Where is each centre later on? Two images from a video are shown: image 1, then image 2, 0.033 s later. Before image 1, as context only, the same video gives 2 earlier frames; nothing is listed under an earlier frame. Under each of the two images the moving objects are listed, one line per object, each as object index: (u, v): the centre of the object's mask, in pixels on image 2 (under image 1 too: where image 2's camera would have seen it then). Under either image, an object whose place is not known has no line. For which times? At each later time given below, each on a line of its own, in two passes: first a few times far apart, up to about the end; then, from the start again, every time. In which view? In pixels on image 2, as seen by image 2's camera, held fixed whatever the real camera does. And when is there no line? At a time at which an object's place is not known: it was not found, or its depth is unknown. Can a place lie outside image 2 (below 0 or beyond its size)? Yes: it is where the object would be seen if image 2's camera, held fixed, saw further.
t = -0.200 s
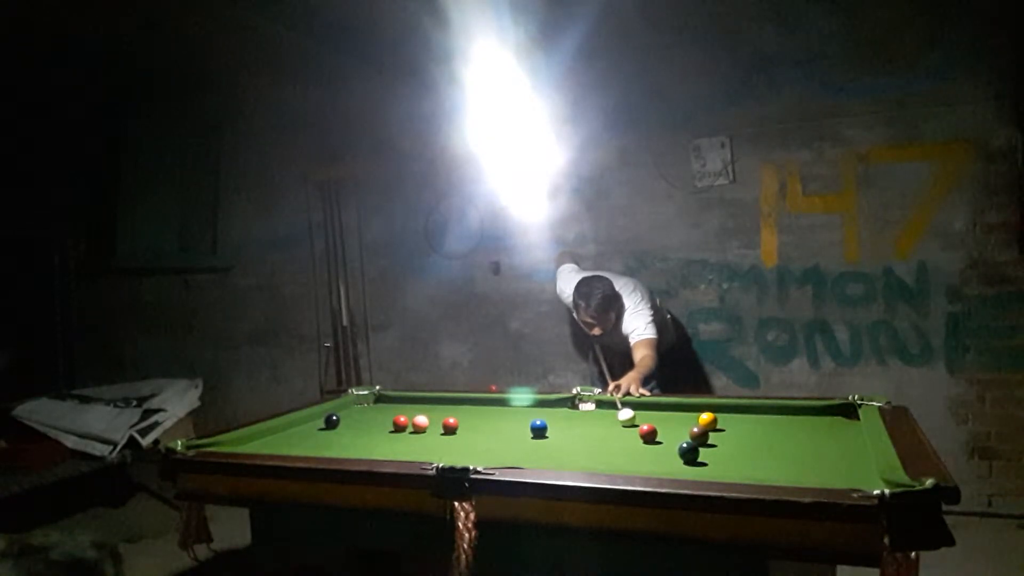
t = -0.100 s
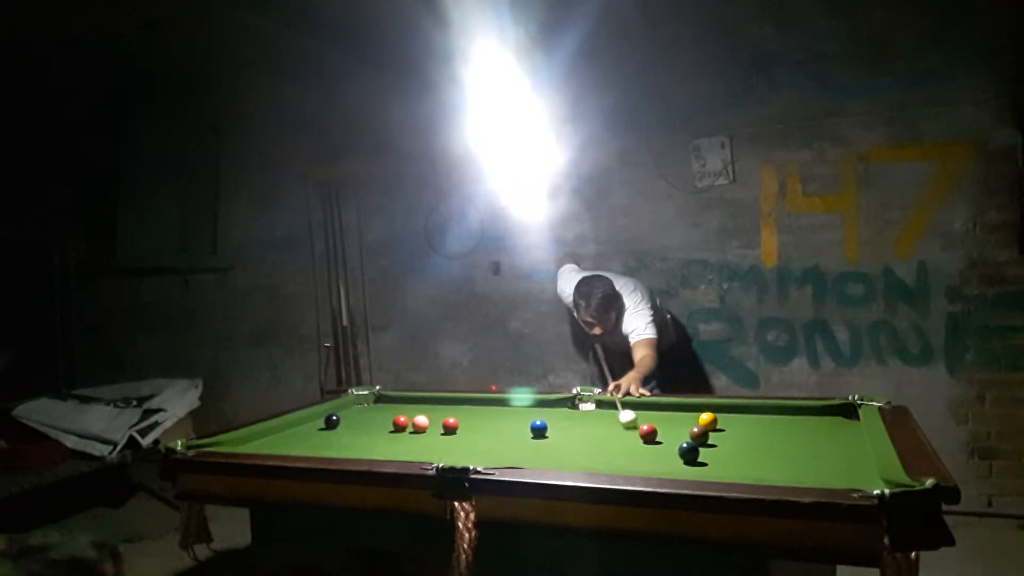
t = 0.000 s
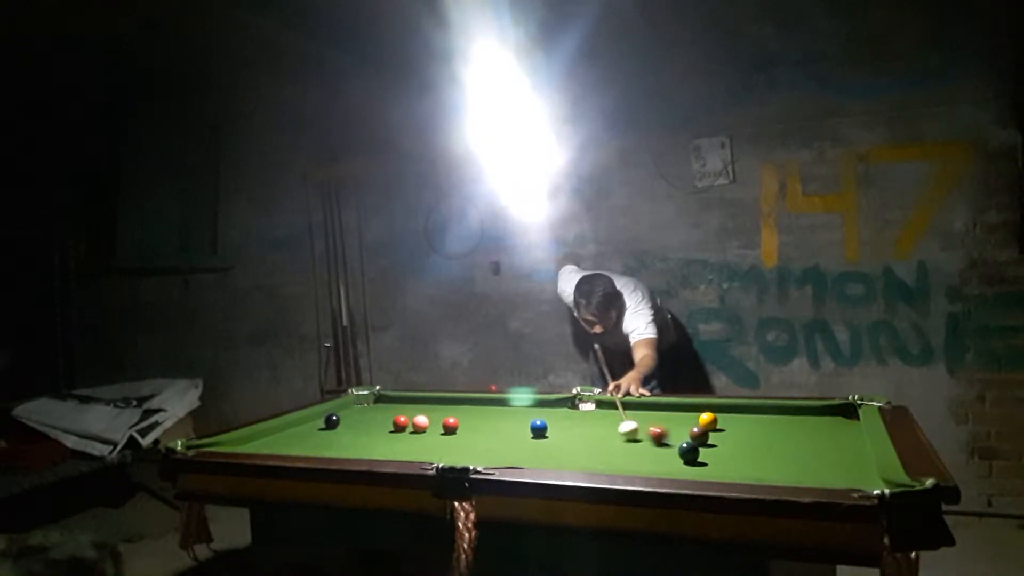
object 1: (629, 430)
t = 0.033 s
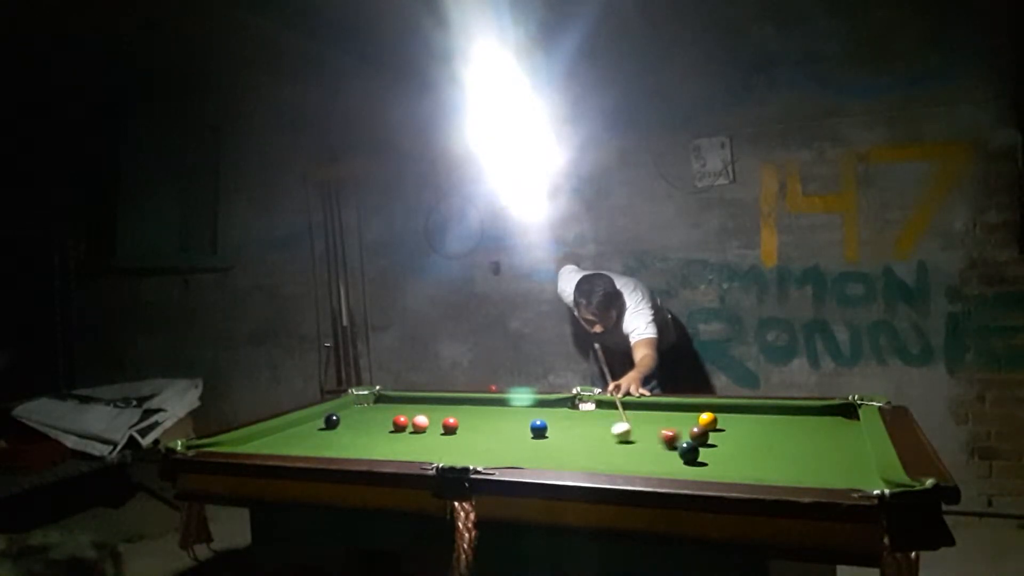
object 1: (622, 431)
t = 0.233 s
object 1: (585, 437)
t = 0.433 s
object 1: (550, 442)
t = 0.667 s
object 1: (510, 448)
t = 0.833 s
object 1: (482, 453)
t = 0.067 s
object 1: (614, 433)
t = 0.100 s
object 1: (608, 434)
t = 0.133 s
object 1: (602, 435)
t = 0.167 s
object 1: (596, 435)
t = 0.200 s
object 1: (591, 436)
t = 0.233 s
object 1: (585, 437)
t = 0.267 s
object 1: (579, 438)
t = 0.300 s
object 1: (573, 439)
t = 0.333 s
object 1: (567, 440)
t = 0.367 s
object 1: (561, 440)
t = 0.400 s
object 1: (556, 441)
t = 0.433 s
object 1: (550, 442)
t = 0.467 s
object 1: (544, 443)
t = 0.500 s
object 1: (538, 444)
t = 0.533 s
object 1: (533, 445)
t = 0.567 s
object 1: (527, 446)
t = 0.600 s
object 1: (521, 446)
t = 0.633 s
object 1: (515, 447)
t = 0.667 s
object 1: (510, 448)
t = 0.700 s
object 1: (504, 449)
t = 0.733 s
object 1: (499, 450)
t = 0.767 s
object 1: (493, 451)
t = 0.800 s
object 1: (487, 451)
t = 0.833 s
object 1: (482, 453)
